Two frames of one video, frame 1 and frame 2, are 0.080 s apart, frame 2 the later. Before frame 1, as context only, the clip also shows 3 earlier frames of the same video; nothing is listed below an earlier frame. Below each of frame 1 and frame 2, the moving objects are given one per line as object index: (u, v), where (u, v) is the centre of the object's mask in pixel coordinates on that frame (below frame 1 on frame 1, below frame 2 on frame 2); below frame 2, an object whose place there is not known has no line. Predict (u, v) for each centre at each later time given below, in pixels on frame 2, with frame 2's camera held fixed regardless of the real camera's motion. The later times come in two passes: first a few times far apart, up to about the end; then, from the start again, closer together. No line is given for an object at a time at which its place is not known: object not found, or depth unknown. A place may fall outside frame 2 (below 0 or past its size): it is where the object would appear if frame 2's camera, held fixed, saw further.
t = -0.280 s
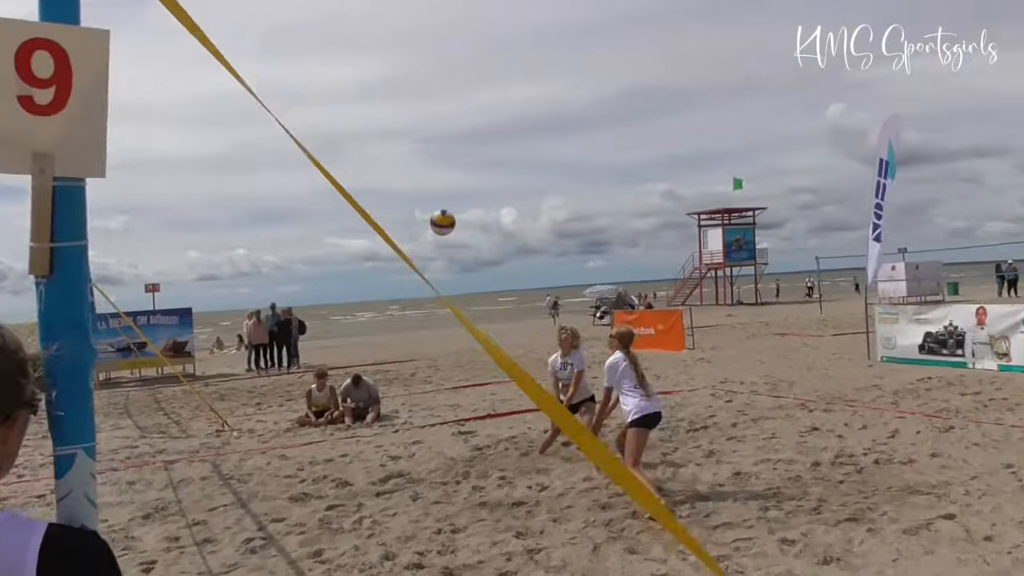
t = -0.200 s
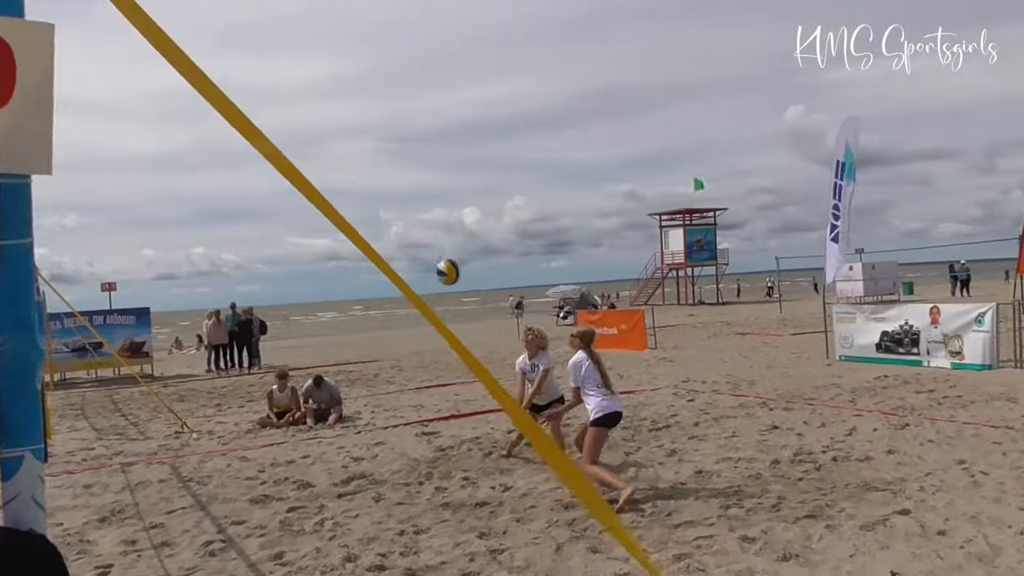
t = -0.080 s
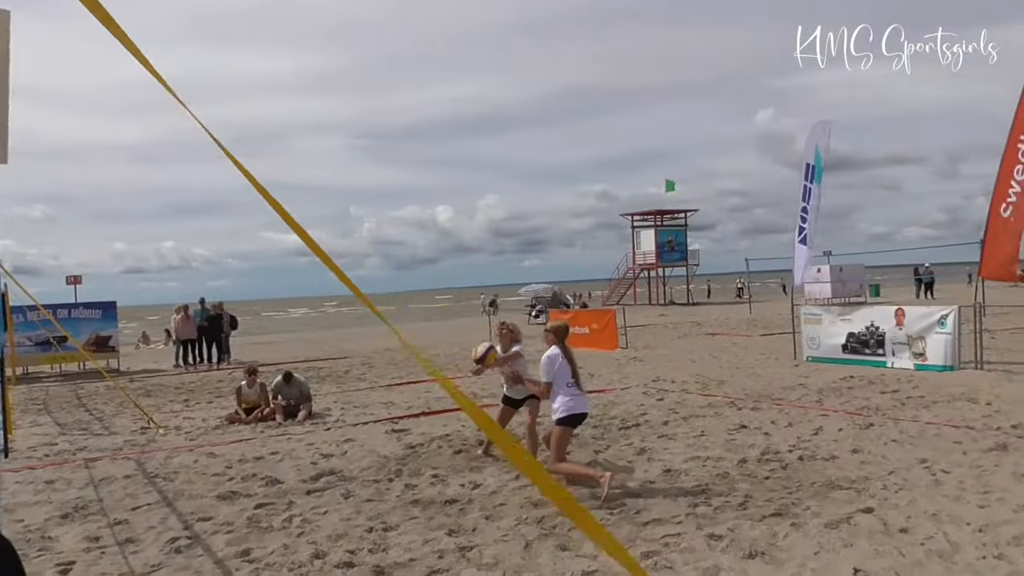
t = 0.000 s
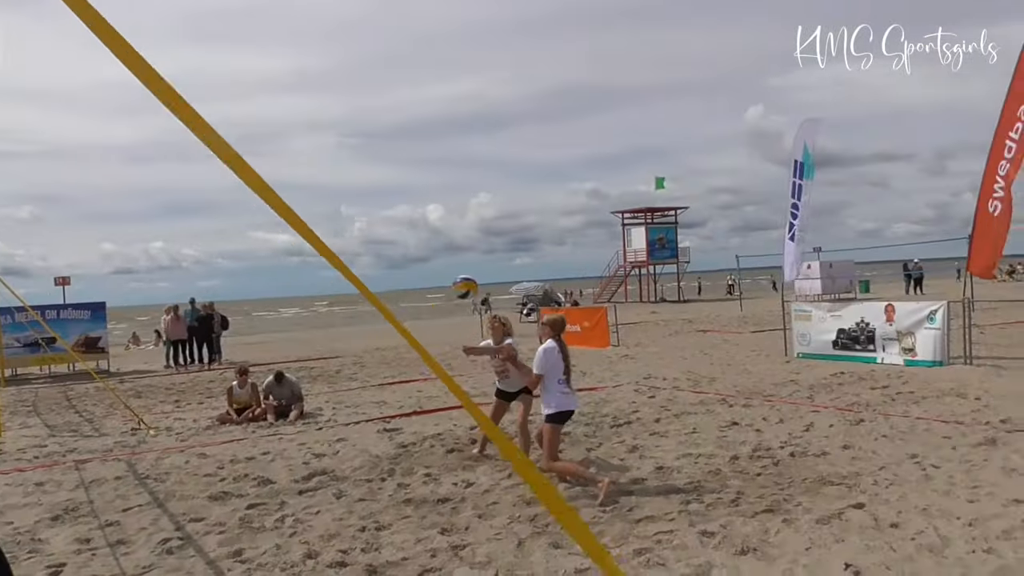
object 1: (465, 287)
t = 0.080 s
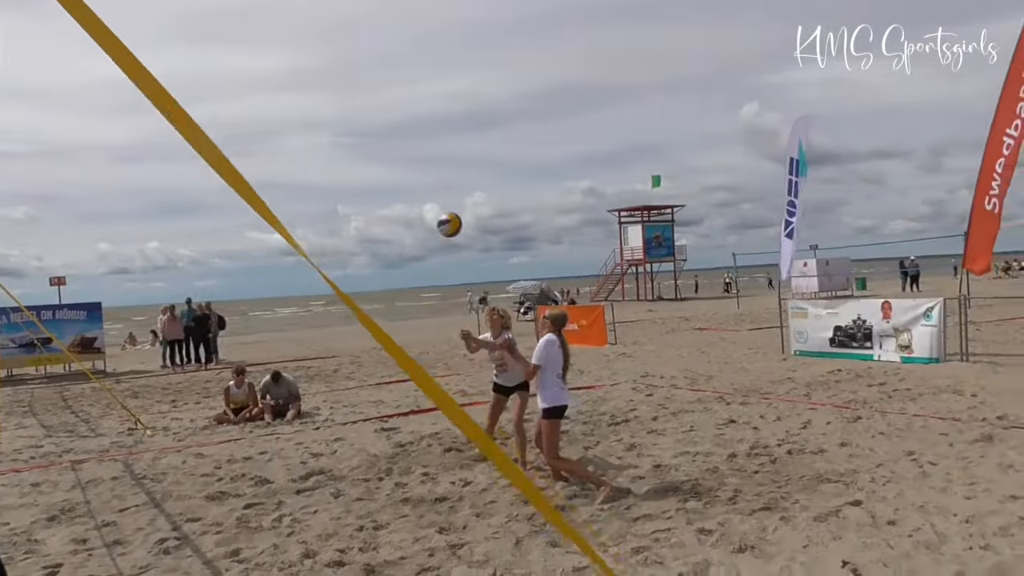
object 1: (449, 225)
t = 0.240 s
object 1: (426, 119)
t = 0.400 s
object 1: (401, 40)
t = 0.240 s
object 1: (426, 119)
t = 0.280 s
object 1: (419, 97)
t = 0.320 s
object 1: (414, 77)
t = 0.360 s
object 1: (408, 58)
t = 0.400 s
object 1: (401, 40)
